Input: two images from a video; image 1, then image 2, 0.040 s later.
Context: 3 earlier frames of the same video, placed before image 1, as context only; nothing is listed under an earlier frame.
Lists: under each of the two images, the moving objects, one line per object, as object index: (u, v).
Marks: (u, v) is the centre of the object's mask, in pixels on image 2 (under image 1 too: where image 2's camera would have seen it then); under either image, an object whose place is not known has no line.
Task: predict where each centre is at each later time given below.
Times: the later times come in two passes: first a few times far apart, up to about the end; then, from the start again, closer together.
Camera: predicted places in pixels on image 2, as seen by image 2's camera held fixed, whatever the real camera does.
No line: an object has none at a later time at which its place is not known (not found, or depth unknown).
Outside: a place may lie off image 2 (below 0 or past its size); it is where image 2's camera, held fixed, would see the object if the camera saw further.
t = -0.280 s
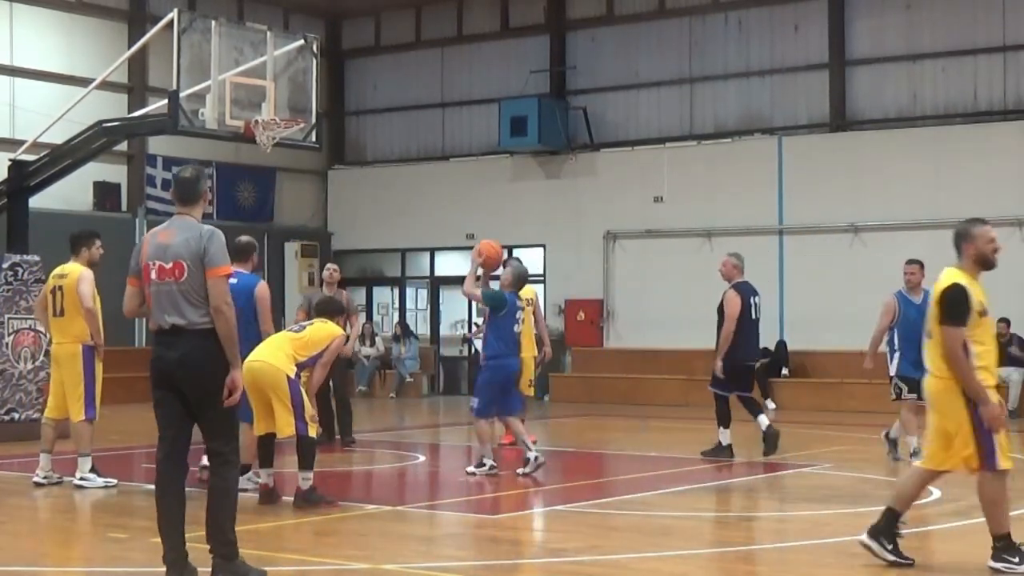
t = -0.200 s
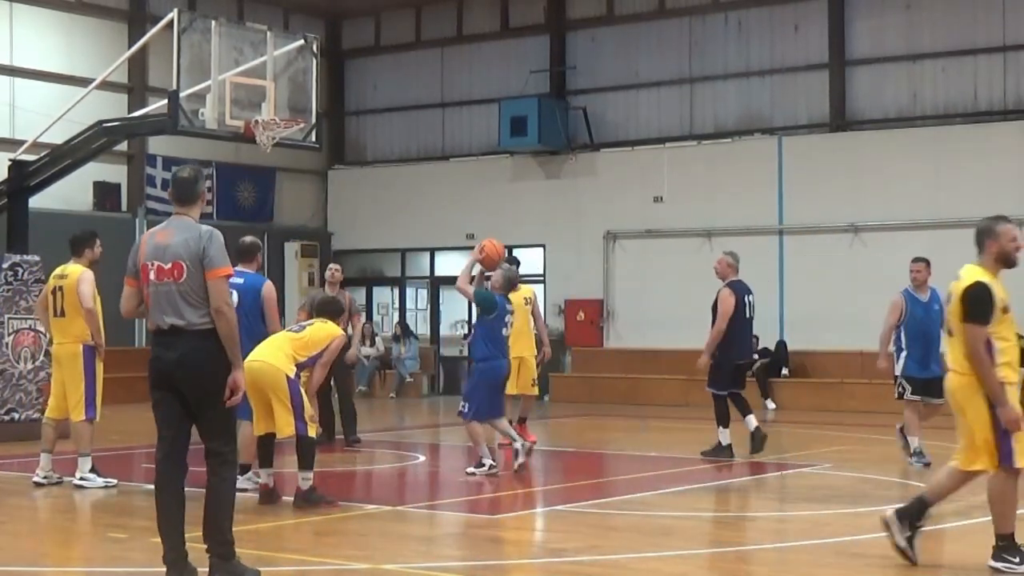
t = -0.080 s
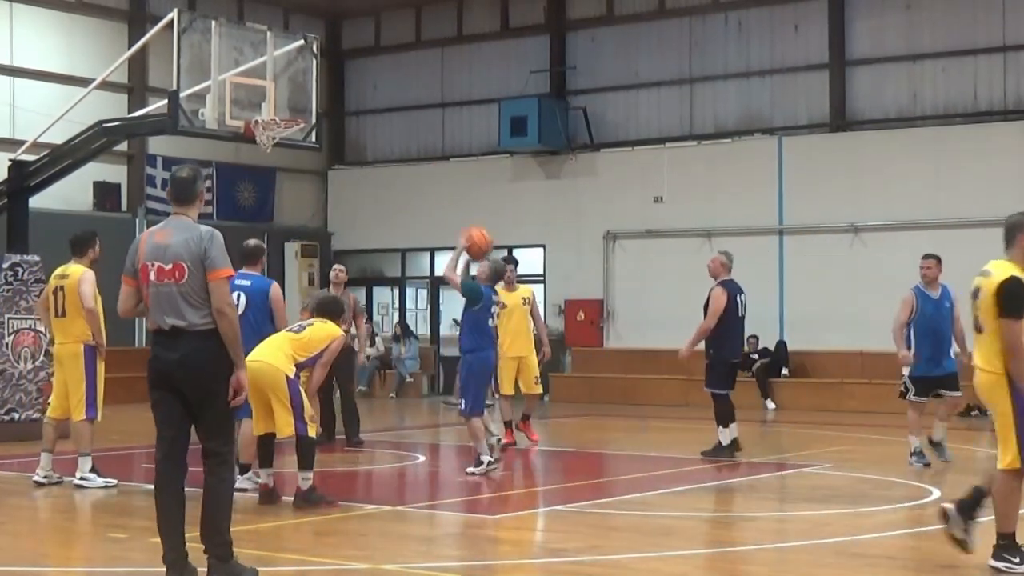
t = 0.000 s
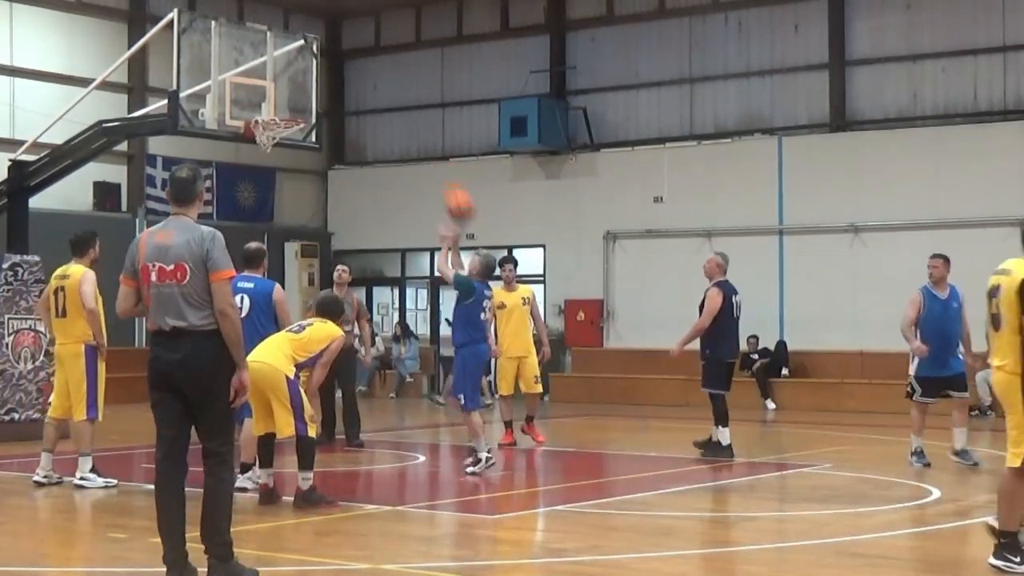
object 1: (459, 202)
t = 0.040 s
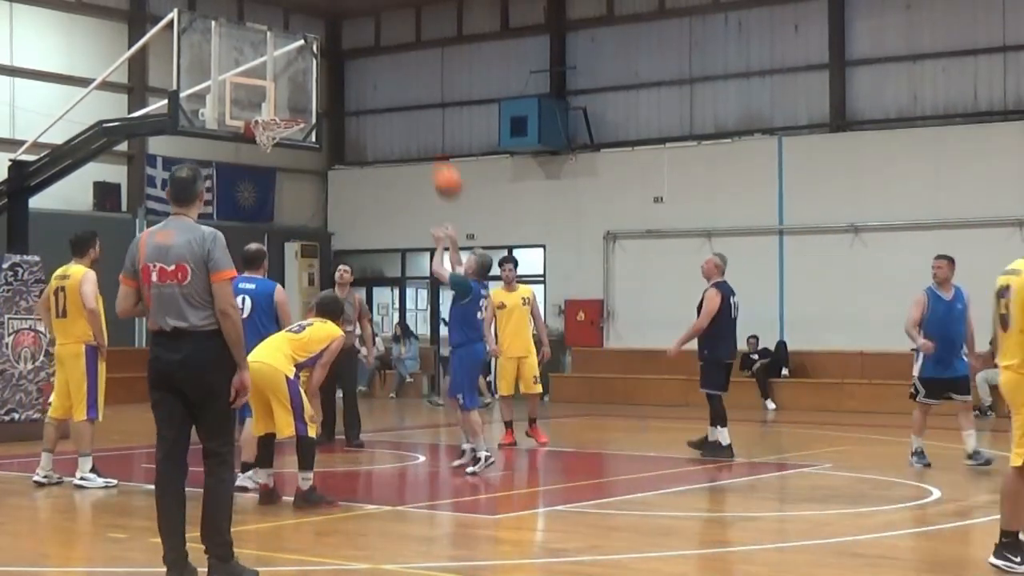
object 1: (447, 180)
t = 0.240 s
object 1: (390, 97)
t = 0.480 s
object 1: (327, 61)
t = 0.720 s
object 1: (266, 88)
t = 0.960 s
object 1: (294, 130)
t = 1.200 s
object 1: (269, 157)
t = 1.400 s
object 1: (251, 215)
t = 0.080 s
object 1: (435, 159)
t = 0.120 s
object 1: (424, 140)
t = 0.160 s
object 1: (412, 124)
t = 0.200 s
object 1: (401, 109)
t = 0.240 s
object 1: (390, 97)
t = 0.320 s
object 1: (366, 76)
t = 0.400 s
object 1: (346, 65)
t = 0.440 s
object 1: (336, 62)
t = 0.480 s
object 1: (327, 61)
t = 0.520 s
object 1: (316, 61)
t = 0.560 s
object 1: (305, 63)
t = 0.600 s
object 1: (295, 66)
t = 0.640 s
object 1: (285, 72)
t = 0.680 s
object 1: (276, 79)
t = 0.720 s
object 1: (266, 88)
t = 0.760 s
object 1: (266, 97)
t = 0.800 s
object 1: (270, 105)
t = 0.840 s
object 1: (278, 111)
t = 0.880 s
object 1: (284, 115)
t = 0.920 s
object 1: (292, 130)
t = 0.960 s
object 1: (294, 130)
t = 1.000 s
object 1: (293, 133)
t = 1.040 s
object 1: (288, 135)
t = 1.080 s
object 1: (282, 139)
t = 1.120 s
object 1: (273, 148)
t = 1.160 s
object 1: (272, 150)
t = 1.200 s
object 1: (269, 157)
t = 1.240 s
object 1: (266, 165)
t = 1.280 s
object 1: (263, 176)
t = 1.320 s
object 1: (259, 188)
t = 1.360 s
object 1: (255, 201)
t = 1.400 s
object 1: (251, 215)
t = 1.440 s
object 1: (251, 229)
